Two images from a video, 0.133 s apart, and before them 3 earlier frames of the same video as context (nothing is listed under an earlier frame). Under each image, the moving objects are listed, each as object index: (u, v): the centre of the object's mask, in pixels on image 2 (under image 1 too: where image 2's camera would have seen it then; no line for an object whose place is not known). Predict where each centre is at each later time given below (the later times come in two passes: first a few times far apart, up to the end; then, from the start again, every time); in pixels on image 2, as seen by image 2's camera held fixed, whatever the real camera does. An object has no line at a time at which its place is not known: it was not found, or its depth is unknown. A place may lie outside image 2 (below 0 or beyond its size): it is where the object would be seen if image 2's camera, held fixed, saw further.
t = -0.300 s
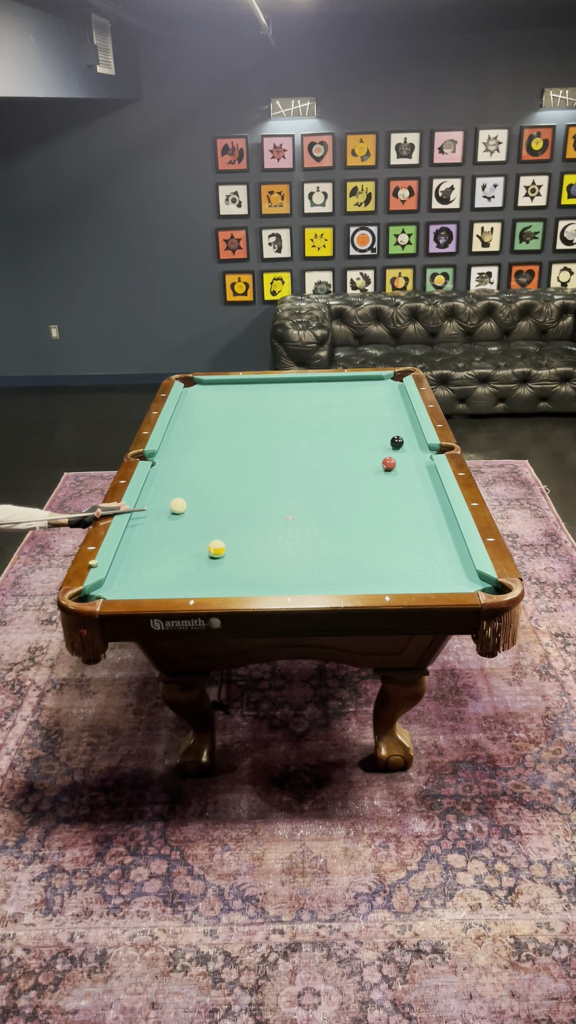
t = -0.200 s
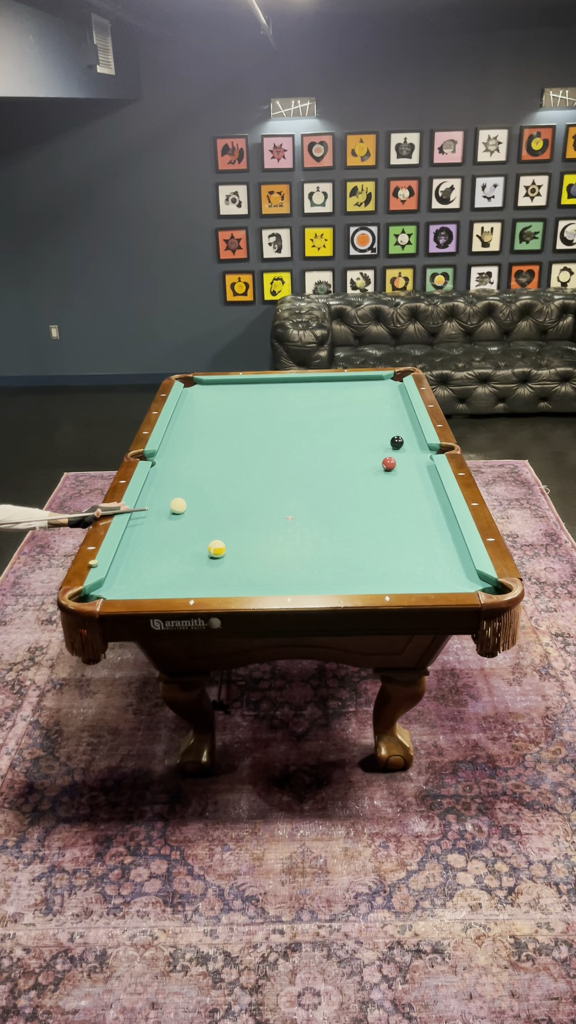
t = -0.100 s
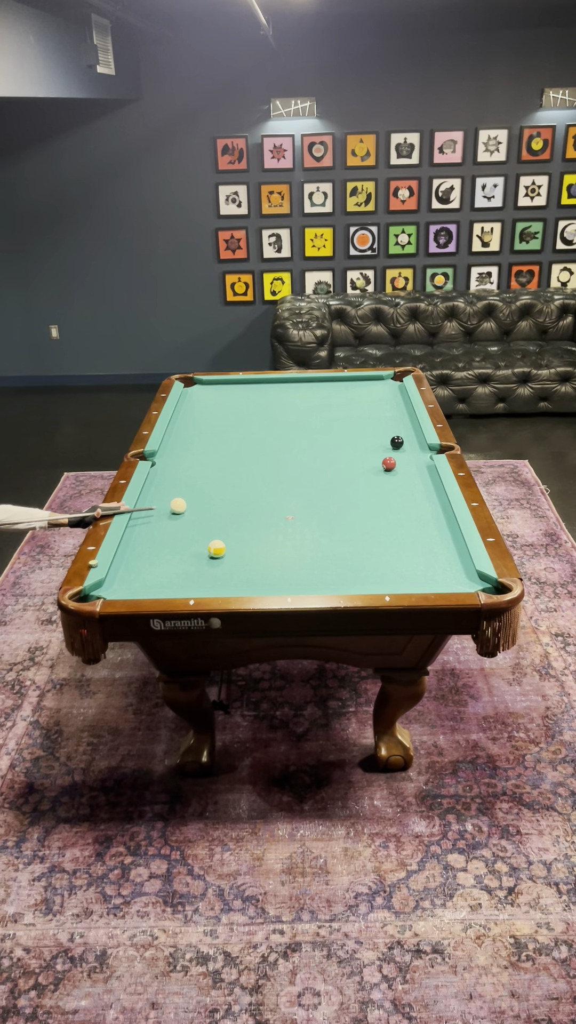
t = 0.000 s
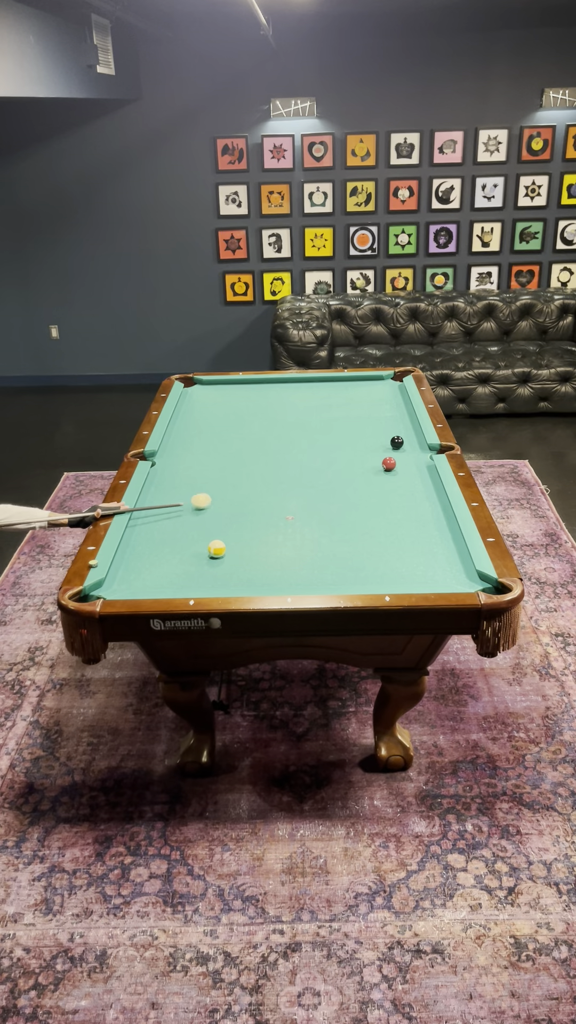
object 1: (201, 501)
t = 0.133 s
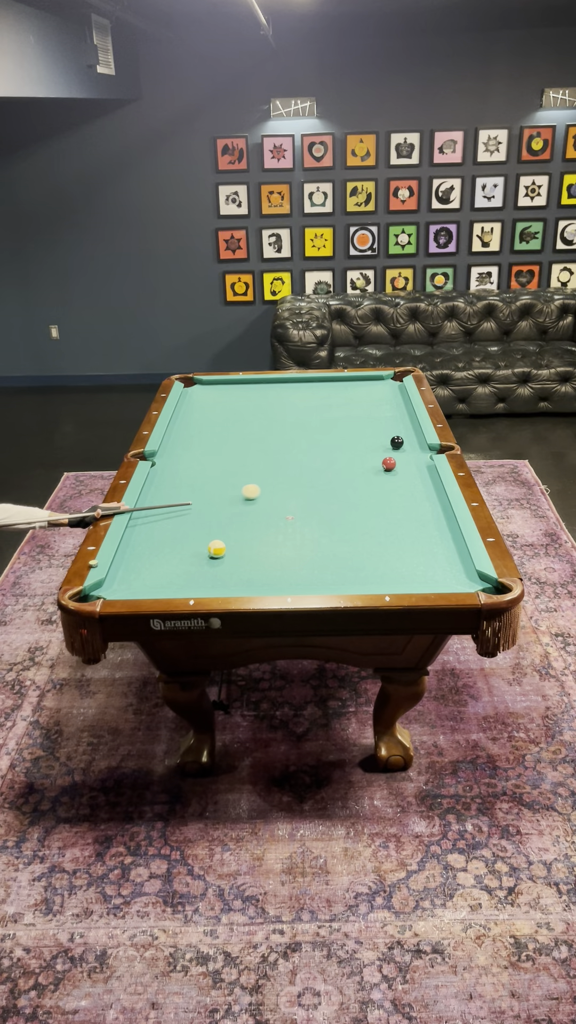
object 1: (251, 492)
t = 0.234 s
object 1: (283, 485)
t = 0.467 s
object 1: (356, 471)
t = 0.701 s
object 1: (389, 468)
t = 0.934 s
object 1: (412, 468)
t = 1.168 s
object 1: (427, 468)
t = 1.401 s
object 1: (416, 469)
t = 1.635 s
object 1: (406, 469)
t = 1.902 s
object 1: (397, 469)
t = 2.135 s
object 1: (390, 468)
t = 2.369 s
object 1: (385, 468)
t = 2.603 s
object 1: (381, 468)
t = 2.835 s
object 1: (378, 468)
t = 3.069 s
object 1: (376, 468)
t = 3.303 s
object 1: (376, 468)
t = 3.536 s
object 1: (376, 468)
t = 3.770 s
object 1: (376, 468)
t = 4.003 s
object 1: (376, 468)
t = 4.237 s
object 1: (376, 468)
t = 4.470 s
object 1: (376, 468)
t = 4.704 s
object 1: (376, 468)
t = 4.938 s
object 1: (376, 468)
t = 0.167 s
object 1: (262, 490)
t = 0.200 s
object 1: (273, 487)
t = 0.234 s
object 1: (283, 485)
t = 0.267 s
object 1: (294, 483)
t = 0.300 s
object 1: (305, 481)
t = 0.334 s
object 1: (315, 479)
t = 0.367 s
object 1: (325, 477)
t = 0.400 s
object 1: (336, 475)
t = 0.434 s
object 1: (346, 473)
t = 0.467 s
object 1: (356, 471)
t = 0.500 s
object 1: (365, 469)
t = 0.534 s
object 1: (375, 468)
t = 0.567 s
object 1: (379, 468)
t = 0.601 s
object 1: (381, 468)
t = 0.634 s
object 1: (383, 468)
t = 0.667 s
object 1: (386, 468)
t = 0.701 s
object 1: (389, 468)
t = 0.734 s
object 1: (393, 468)
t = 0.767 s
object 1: (396, 468)
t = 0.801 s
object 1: (399, 468)
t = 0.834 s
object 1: (402, 468)
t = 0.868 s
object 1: (406, 468)
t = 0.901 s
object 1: (409, 468)
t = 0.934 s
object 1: (412, 468)
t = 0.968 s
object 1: (415, 468)
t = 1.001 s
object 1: (418, 468)
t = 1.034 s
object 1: (421, 468)
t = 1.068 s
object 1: (424, 468)
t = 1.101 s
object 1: (426, 468)
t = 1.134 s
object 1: (429, 468)
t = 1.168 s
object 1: (427, 468)
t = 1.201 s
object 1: (426, 468)
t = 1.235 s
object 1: (424, 468)
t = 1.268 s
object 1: (422, 468)
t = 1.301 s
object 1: (421, 468)
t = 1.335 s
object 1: (419, 469)
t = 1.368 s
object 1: (418, 469)
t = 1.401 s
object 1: (416, 469)
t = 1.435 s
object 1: (415, 469)
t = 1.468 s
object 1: (413, 469)
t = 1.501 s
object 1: (412, 469)
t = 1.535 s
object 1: (410, 469)
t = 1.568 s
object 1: (409, 469)
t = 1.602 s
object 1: (408, 469)
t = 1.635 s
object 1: (406, 469)
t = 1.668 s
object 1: (405, 469)
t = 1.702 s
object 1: (404, 469)
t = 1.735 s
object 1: (403, 469)
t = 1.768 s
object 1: (402, 469)
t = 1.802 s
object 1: (400, 469)
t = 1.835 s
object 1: (400, 469)
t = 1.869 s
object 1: (398, 469)
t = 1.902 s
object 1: (397, 469)
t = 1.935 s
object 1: (396, 469)
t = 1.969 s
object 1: (395, 468)
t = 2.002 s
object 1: (394, 469)
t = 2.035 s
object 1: (393, 469)
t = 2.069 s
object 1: (392, 469)
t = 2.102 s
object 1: (391, 468)
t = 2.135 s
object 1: (390, 468)
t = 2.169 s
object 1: (390, 468)
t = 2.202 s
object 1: (389, 468)
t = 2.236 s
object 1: (388, 468)
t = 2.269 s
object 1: (387, 468)
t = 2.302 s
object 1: (386, 468)
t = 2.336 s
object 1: (386, 469)
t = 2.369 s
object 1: (385, 468)
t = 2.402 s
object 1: (384, 468)
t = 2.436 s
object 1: (384, 468)
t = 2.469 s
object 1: (383, 468)
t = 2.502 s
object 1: (382, 468)
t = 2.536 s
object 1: (382, 468)
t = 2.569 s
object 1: (381, 468)
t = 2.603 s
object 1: (381, 468)
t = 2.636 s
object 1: (380, 468)
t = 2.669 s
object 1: (380, 468)
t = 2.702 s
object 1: (379, 468)
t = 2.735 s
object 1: (379, 468)
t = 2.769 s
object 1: (378, 468)
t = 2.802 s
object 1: (378, 468)
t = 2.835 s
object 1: (378, 468)
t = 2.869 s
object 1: (377, 468)
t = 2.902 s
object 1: (377, 468)
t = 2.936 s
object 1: (377, 468)
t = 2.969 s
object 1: (377, 468)
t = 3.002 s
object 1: (376, 468)
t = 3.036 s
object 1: (376, 468)
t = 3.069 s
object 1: (376, 468)
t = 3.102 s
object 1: (376, 468)
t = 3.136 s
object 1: (376, 468)
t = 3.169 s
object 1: (376, 468)
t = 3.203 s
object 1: (376, 468)
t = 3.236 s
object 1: (376, 468)
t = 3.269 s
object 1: (376, 468)
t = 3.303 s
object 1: (376, 468)
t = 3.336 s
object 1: (376, 468)
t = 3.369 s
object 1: (376, 468)
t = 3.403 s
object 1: (376, 468)
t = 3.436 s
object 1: (376, 468)
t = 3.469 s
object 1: (376, 468)
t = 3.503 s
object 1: (376, 468)
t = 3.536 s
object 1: (376, 468)
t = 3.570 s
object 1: (376, 468)
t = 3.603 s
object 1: (376, 468)
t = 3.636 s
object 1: (376, 468)
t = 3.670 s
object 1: (376, 468)
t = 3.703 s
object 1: (376, 468)
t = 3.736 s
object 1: (376, 468)
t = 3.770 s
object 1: (376, 468)
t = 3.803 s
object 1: (376, 468)
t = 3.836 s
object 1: (376, 468)
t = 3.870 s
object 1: (376, 468)
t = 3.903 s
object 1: (376, 468)
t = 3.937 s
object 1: (376, 468)
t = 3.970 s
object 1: (376, 468)
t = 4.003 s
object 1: (376, 468)
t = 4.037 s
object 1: (376, 467)
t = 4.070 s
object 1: (376, 468)
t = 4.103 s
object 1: (376, 468)
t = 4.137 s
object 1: (376, 468)
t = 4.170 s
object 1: (376, 468)
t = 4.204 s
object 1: (376, 468)
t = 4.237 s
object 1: (376, 468)
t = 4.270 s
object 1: (376, 468)
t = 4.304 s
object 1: (376, 468)
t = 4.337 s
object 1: (376, 468)
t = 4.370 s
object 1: (376, 468)
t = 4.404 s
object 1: (376, 468)
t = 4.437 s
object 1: (376, 468)
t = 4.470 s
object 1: (376, 468)
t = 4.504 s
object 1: (376, 467)
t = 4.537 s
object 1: (376, 468)
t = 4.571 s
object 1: (376, 468)
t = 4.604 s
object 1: (376, 468)
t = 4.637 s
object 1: (376, 468)
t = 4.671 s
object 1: (376, 468)
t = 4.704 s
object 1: (376, 468)
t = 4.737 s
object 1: (376, 468)
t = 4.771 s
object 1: (376, 468)
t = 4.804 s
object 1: (376, 468)
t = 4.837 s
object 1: (376, 468)
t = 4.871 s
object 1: (376, 468)
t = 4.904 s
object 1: (376, 468)
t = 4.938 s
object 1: (376, 468)
